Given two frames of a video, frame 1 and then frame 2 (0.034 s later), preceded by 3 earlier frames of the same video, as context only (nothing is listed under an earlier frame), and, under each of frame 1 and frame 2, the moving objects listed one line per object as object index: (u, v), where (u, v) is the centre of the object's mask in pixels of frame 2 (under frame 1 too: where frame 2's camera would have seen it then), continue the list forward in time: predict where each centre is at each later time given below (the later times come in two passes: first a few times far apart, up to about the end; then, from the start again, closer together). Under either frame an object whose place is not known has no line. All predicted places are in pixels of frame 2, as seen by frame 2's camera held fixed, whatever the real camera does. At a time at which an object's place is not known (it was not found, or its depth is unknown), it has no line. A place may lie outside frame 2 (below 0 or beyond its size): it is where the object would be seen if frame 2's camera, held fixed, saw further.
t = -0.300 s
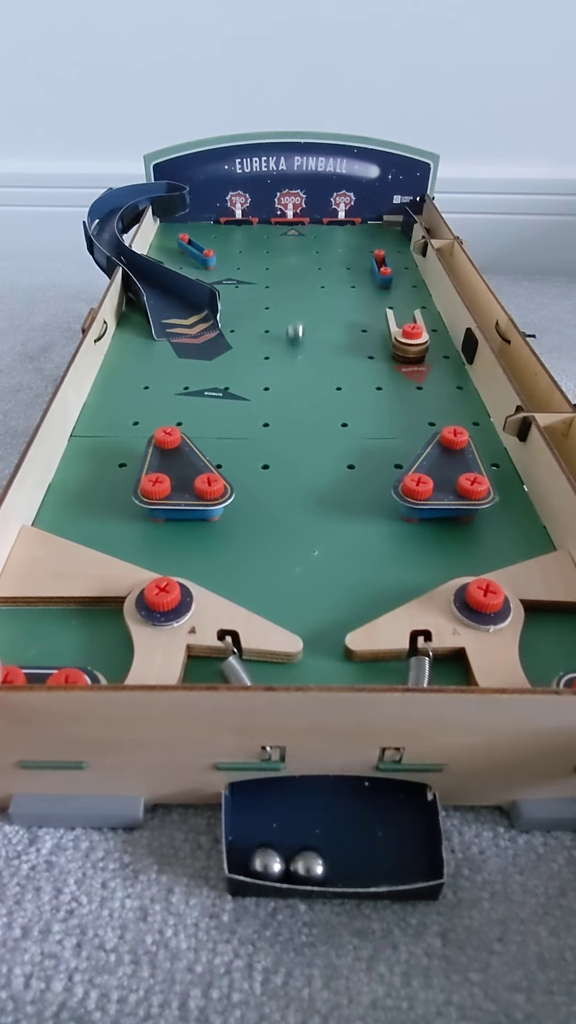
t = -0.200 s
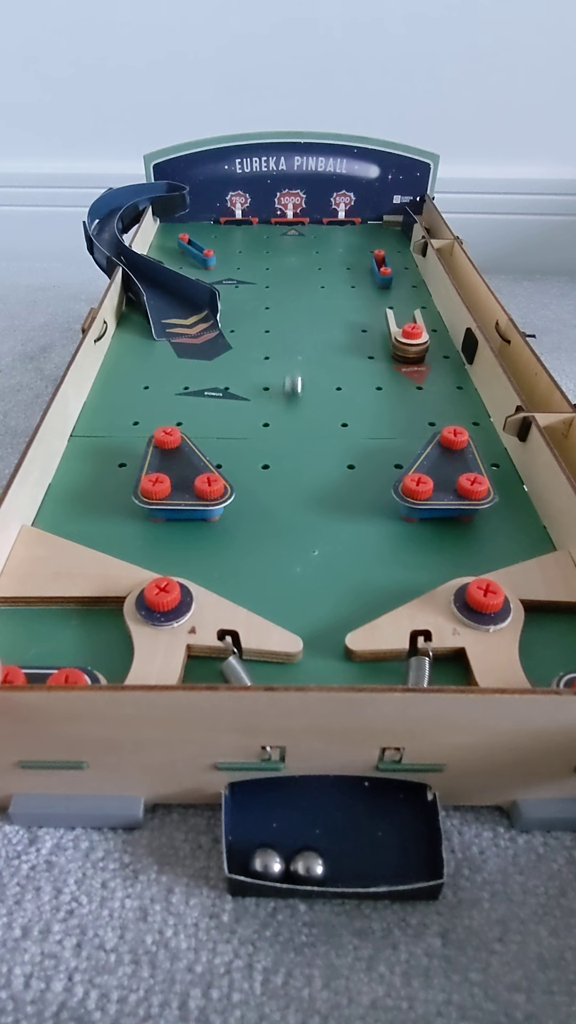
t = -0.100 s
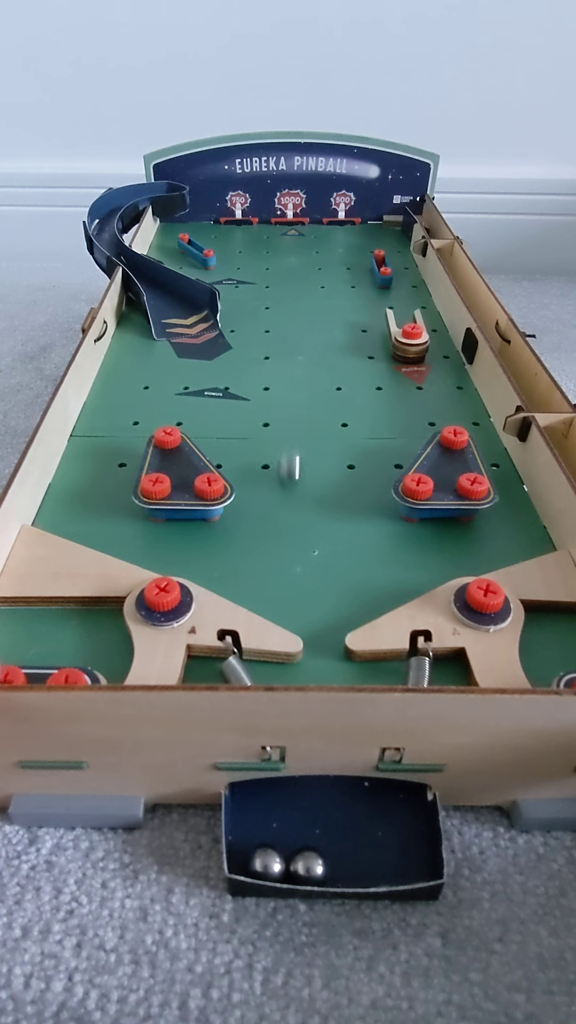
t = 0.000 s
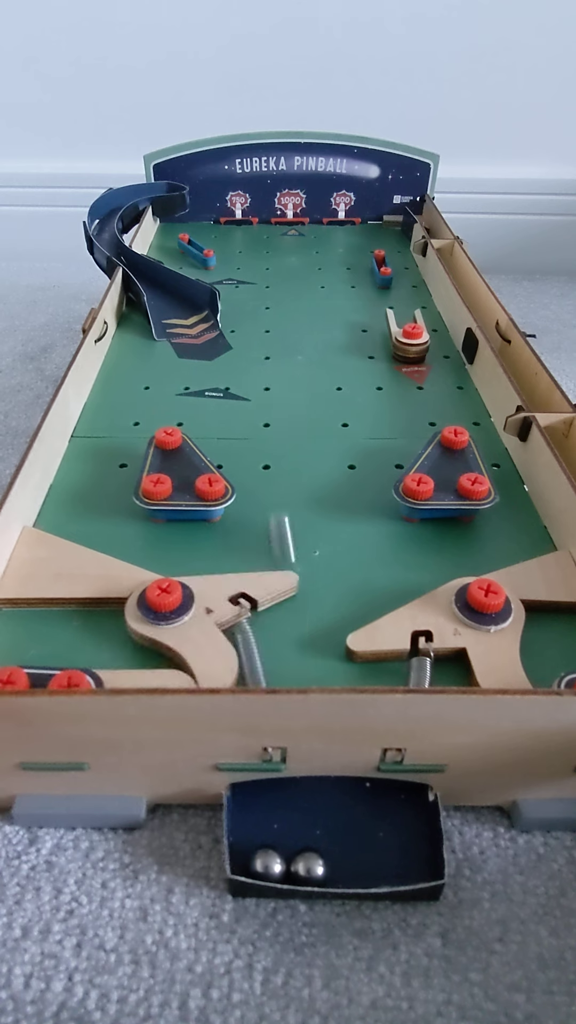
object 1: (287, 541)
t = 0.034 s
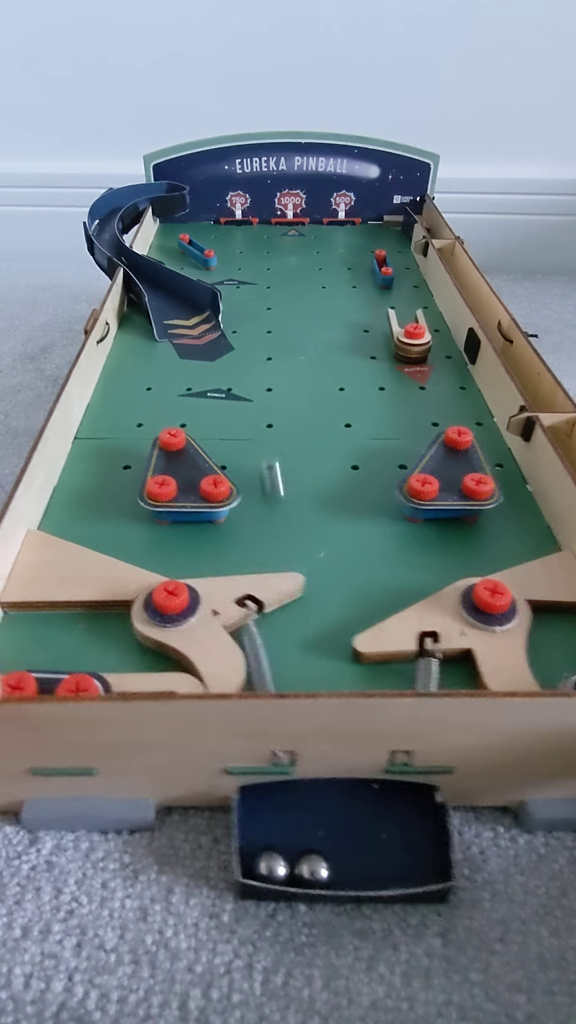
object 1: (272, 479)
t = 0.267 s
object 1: (237, 321)
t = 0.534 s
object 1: (218, 274)
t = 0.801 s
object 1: (198, 269)
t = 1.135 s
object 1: (224, 294)
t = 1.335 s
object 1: (281, 322)
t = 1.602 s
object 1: (386, 414)
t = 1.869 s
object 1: (255, 497)
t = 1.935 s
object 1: (276, 501)
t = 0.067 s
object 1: (264, 434)
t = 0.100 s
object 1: (258, 402)
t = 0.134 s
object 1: (253, 377)
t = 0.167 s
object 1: (249, 359)
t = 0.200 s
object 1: (246, 344)
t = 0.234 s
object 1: (242, 331)
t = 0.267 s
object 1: (237, 321)
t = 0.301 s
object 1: (235, 312)
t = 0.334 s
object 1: (231, 304)
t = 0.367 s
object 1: (229, 297)
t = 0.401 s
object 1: (227, 289)
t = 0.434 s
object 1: (224, 285)
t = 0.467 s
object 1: (222, 281)
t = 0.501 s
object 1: (220, 276)
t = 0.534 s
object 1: (218, 274)
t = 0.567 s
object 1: (215, 270)
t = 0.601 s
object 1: (213, 268)
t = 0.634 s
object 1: (210, 267)
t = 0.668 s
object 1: (208, 266)
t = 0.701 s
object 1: (205, 266)
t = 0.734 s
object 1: (203, 266)
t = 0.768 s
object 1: (201, 267)
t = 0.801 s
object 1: (198, 269)
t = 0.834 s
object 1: (196, 270)
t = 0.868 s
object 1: (194, 270)
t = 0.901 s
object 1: (192, 272)
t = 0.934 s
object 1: (190, 274)
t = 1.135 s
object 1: (224, 294)
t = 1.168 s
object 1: (231, 298)
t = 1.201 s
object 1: (240, 302)
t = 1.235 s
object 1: (250, 306)
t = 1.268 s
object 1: (260, 310)
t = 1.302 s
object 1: (270, 316)
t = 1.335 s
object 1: (281, 322)
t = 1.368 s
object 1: (292, 329)
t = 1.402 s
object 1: (303, 337)
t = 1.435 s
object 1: (315, 347)
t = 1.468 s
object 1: (327, 357)
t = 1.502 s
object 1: (340, 369)
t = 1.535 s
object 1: (354, 382)
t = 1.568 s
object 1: (370, 397)
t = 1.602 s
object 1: (386, 414)
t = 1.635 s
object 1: (403, 433)
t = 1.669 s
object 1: (416, 452)
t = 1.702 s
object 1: (400, 463)
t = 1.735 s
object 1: (372, 465)
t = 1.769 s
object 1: (344, 470)
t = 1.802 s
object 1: (315, 477)
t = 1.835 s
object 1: (285, 485)
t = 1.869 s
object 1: (255, 497)
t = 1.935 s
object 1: (276, 501)
